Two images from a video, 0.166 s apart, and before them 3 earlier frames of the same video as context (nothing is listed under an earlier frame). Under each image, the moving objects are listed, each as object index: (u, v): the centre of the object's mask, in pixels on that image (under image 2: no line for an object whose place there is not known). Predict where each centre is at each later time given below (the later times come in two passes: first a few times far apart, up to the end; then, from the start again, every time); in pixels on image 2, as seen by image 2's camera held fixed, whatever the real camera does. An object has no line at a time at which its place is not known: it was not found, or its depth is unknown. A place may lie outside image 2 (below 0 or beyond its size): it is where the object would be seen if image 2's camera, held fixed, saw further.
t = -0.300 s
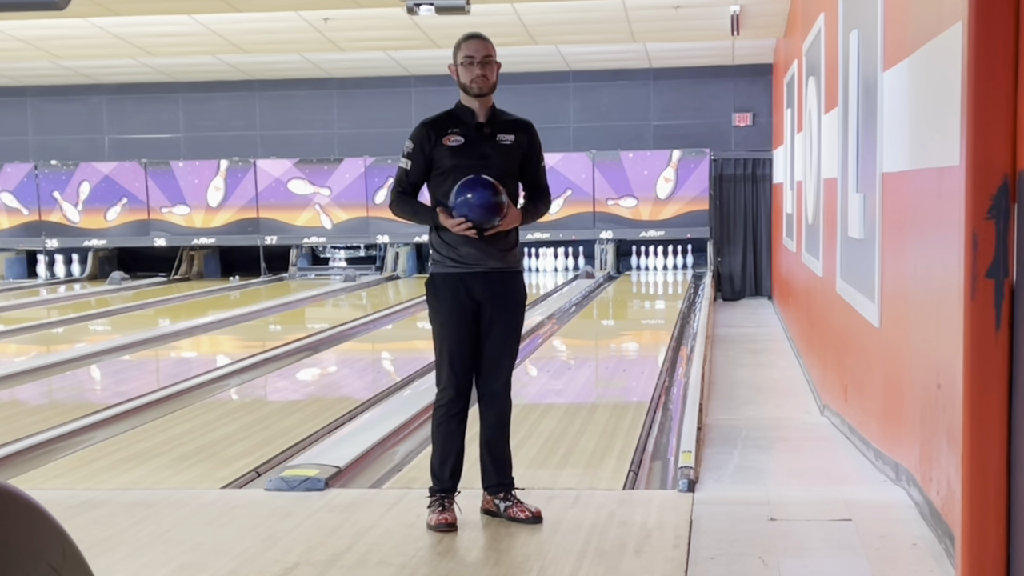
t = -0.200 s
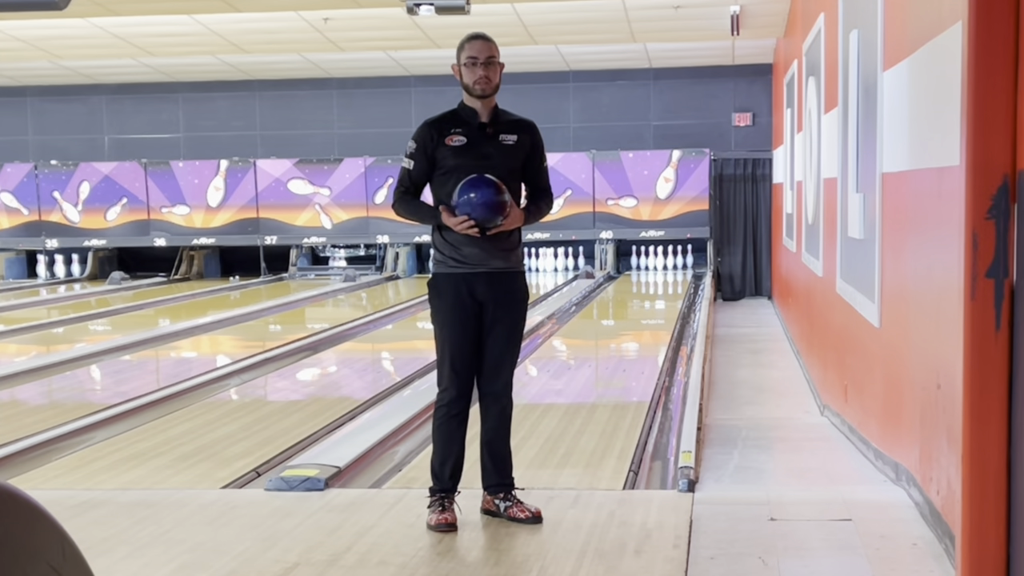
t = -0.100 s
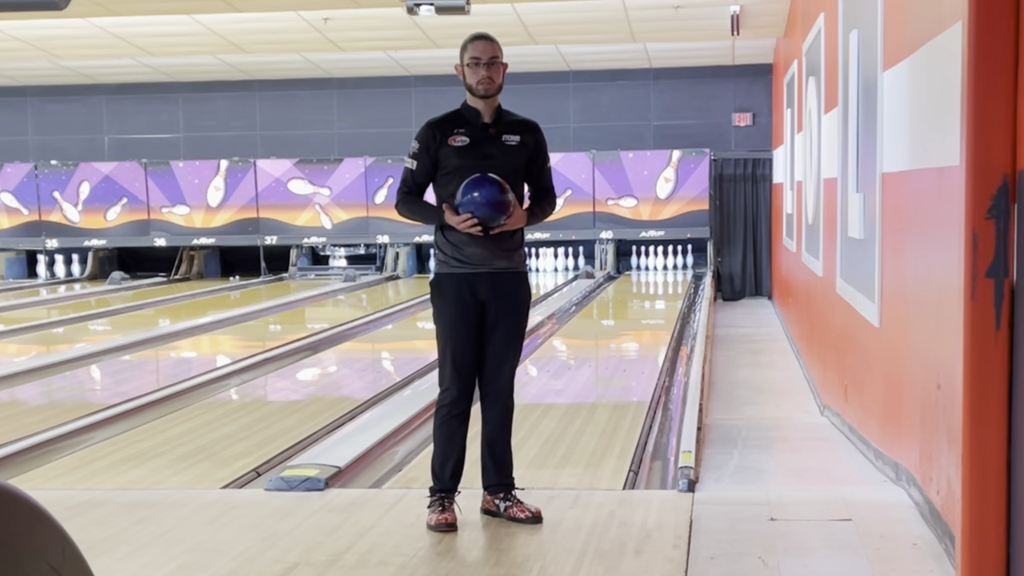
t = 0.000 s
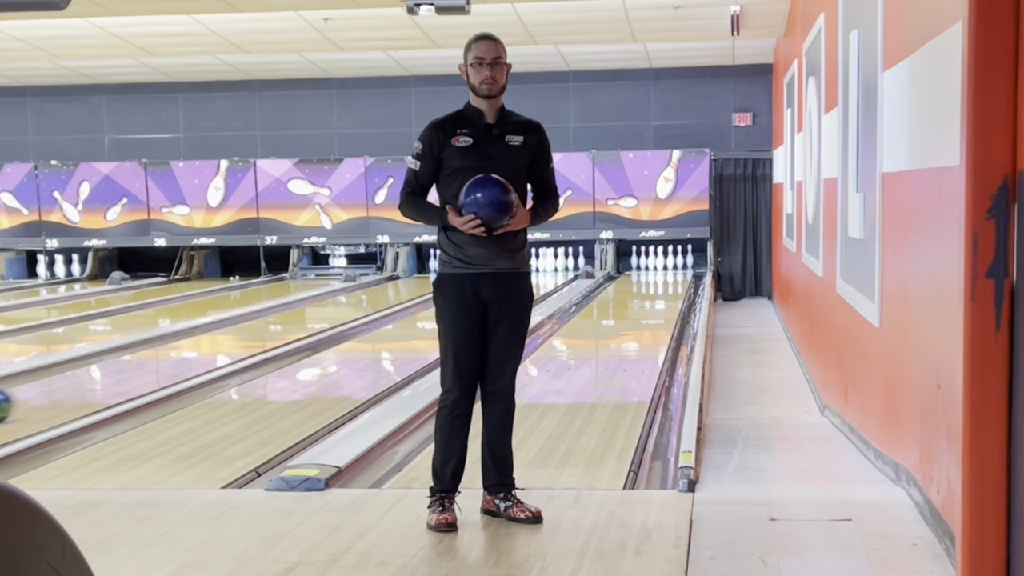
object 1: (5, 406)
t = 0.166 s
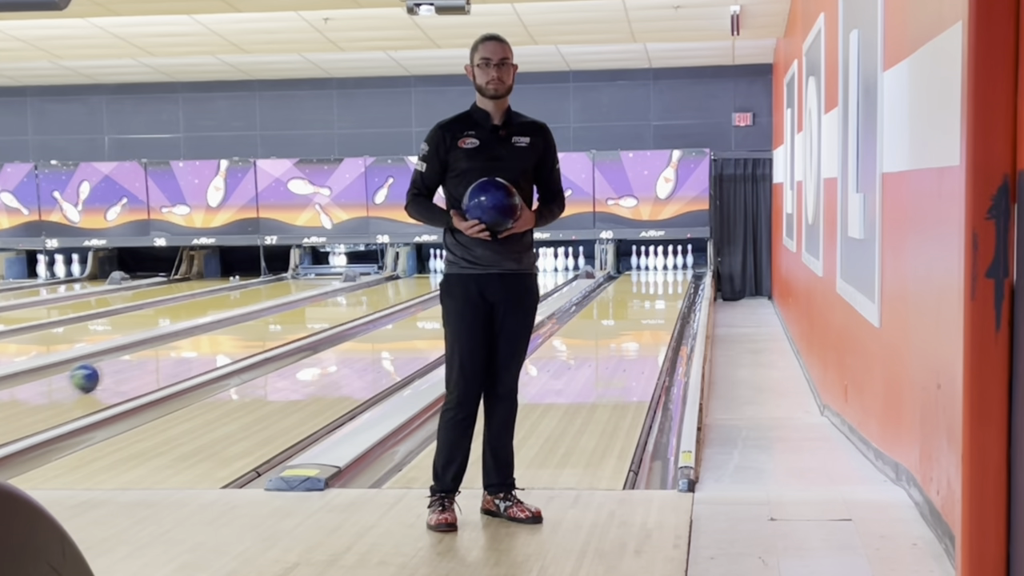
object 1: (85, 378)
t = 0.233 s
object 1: (115, 368)
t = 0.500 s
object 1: (210, 339)
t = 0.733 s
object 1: (270, 321)
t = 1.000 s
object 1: (324, 305)
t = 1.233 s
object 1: (361, 294)
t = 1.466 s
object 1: (390, 284)
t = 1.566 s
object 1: (401, 280)
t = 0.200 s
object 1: (100, 372)
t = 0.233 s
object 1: (115, 368)
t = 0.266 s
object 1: (129, 364)
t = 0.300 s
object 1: (142, 359)
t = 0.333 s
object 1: (155, 355)
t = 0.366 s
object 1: (166, 352)
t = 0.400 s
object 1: (178, 348)
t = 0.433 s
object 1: (189, 345)
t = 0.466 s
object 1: (200, 341)
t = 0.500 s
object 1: (210, 339)
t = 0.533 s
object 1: (219, 336)
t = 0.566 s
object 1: (229, 333)
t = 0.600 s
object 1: (238, 330)
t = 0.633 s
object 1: (246, 328)
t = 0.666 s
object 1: (255, 326)
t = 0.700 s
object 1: (263, 323)
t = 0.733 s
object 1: (270, 321)
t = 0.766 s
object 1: (278, 318)
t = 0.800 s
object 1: (285, 316)
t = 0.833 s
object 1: (292, 314)
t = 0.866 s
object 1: (299, 312)
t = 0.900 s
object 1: (305, 311)
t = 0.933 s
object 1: (312, 309)
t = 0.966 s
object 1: (318, 307)
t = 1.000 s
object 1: (324, 305)
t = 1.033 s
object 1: (329, 303)
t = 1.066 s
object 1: (335, 302)
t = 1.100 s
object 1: (340, 300)
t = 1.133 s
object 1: (345, 299)
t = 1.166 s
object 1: (351, 297)
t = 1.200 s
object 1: (355, 296)
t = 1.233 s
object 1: (361, 294)
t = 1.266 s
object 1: (365, 293)
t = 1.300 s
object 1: (370, 291)
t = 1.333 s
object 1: (374, 290)
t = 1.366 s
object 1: (378, 288)
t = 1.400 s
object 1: (382, 287)
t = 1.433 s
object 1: (386, 285)
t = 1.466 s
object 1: (390, 284)
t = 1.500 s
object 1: (394, 283)
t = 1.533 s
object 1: (398, 282)
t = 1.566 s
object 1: (401, 280)
